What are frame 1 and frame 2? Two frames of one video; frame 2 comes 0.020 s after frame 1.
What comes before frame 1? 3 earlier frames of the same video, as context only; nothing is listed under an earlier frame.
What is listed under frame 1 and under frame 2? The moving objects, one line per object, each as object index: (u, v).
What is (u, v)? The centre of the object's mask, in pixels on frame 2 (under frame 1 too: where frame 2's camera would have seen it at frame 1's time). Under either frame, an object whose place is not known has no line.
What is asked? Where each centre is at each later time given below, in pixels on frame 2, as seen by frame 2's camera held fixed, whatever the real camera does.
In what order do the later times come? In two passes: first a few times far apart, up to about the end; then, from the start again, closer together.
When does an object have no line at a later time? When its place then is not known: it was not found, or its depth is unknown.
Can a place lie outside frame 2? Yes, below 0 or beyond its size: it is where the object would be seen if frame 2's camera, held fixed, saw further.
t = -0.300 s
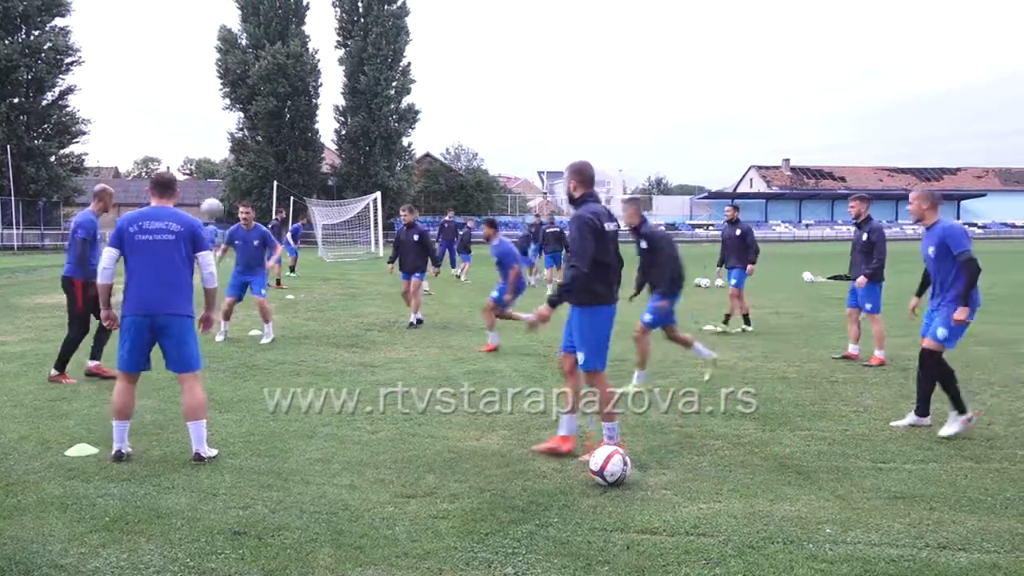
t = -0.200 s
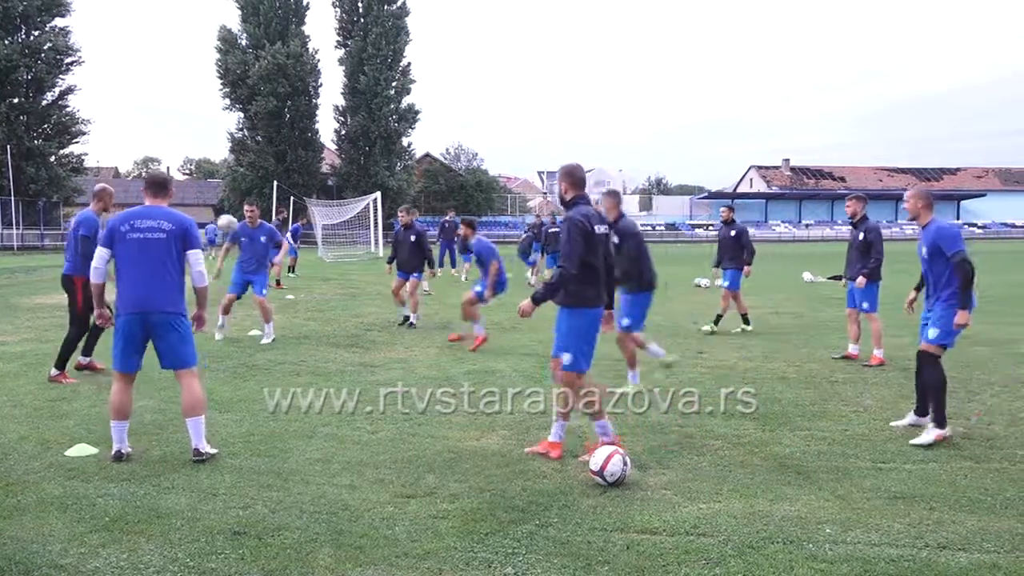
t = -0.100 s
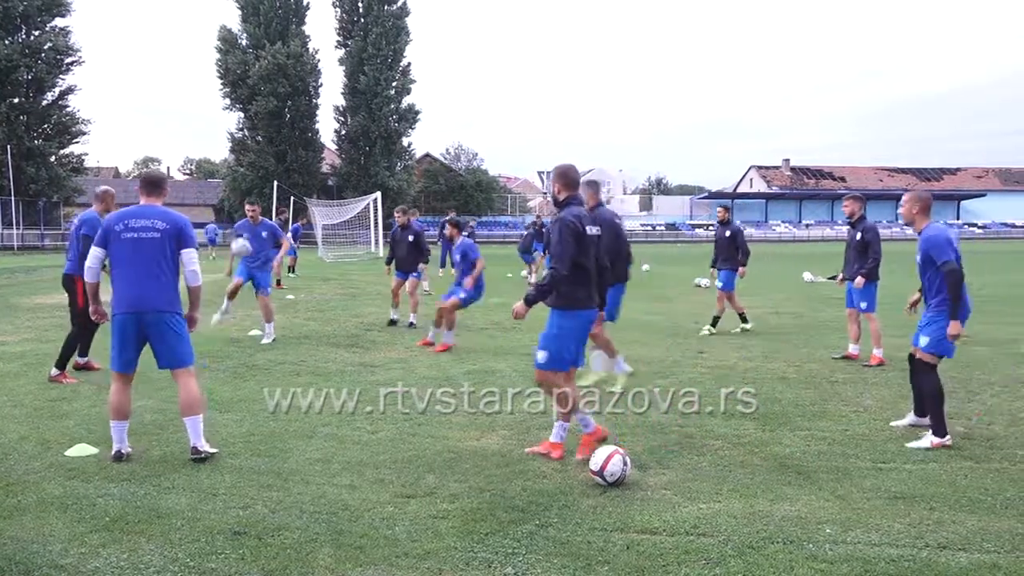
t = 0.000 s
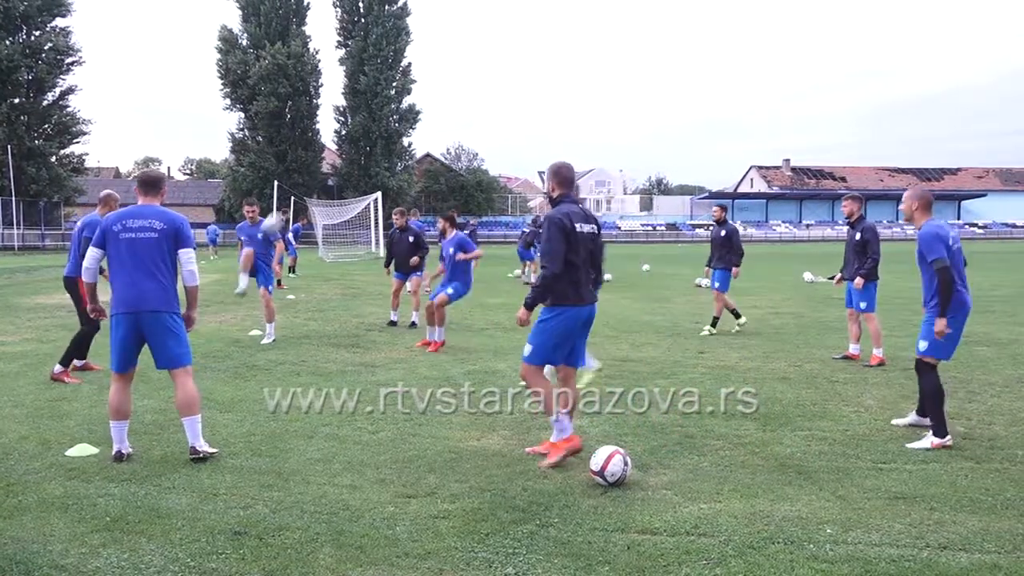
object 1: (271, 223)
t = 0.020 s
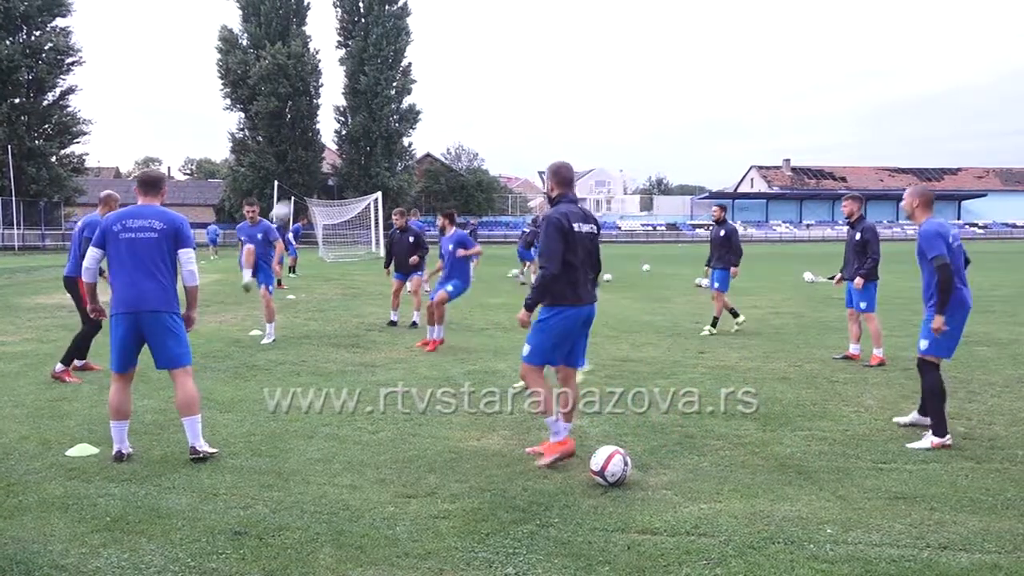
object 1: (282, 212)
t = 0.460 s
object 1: (478, 43)
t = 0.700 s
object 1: (584, 21)
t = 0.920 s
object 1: (678, 43)
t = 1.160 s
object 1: (777, 115)
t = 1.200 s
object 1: (793, 132)
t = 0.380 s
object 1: (443, 61)
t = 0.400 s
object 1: (451, 57)
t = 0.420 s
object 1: (460, 52)
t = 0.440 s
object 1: (469, 47)
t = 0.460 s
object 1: (478, 43)
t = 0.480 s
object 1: (486, 39)
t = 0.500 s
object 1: (495, 36)
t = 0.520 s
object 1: (504, 33)
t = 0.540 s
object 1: (513, 30)
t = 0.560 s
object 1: (522, 27)
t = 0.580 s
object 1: (531, 25)
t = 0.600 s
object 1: (540, 23)
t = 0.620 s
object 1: (549, 22)
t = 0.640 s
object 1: (558, 22)
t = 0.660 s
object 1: (567, 21)
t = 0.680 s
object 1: (576, 21)
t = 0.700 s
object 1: (584, 21)
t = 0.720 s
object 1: (593, 21)
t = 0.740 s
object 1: (601, 22)
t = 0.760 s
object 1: (610, 23)
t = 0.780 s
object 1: (619, 24)
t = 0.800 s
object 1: (627, 25)
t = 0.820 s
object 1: (636, 27)
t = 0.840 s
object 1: (644, 30)
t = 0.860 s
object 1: (653, 32)
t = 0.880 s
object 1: (661, 36)
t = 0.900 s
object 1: (670, 39)
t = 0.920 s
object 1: (678, 43)
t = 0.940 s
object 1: (687, 47)
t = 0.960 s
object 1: (695, 51)
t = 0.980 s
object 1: (703, 57)
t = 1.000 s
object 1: (712, 61)
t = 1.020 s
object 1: (720, 67)
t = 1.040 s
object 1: (728, 72)
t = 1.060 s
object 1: (736, 79)
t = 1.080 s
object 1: (744, 85)
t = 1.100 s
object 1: (753, 92)
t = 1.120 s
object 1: (761, 99)
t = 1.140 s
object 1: (768, 107)
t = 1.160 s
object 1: (777, 115)
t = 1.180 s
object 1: (785, 123)
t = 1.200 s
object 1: (793, 132)
